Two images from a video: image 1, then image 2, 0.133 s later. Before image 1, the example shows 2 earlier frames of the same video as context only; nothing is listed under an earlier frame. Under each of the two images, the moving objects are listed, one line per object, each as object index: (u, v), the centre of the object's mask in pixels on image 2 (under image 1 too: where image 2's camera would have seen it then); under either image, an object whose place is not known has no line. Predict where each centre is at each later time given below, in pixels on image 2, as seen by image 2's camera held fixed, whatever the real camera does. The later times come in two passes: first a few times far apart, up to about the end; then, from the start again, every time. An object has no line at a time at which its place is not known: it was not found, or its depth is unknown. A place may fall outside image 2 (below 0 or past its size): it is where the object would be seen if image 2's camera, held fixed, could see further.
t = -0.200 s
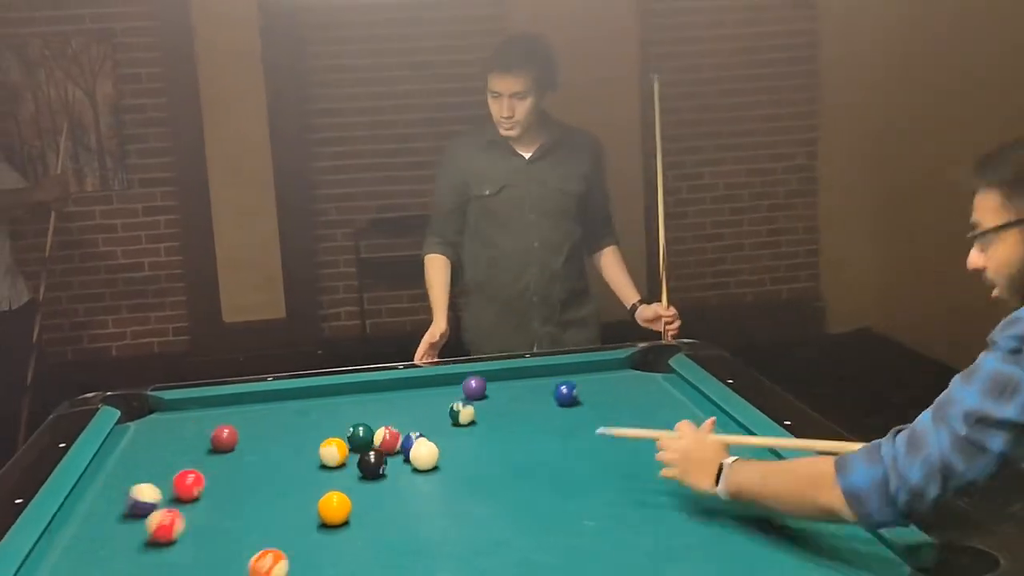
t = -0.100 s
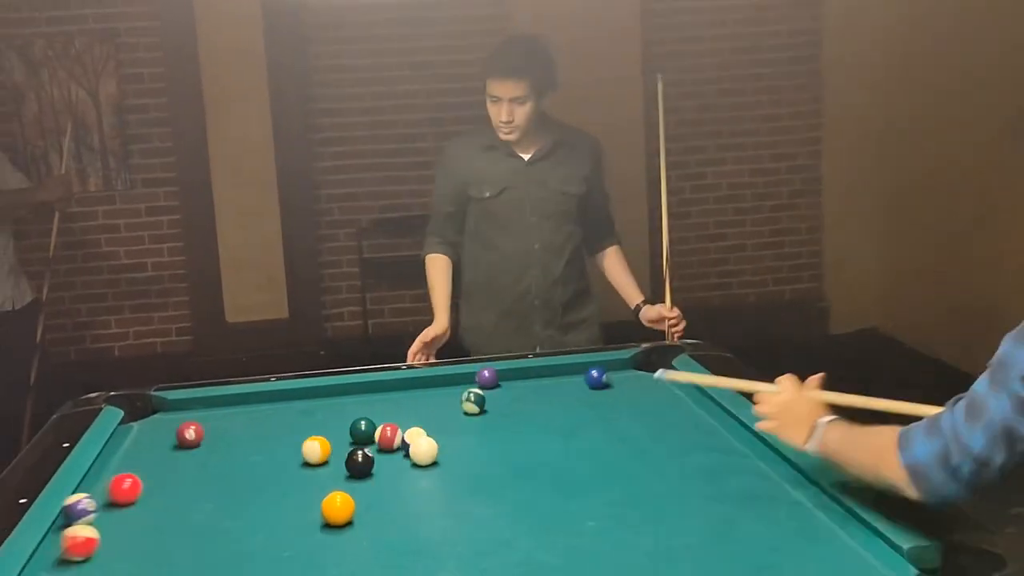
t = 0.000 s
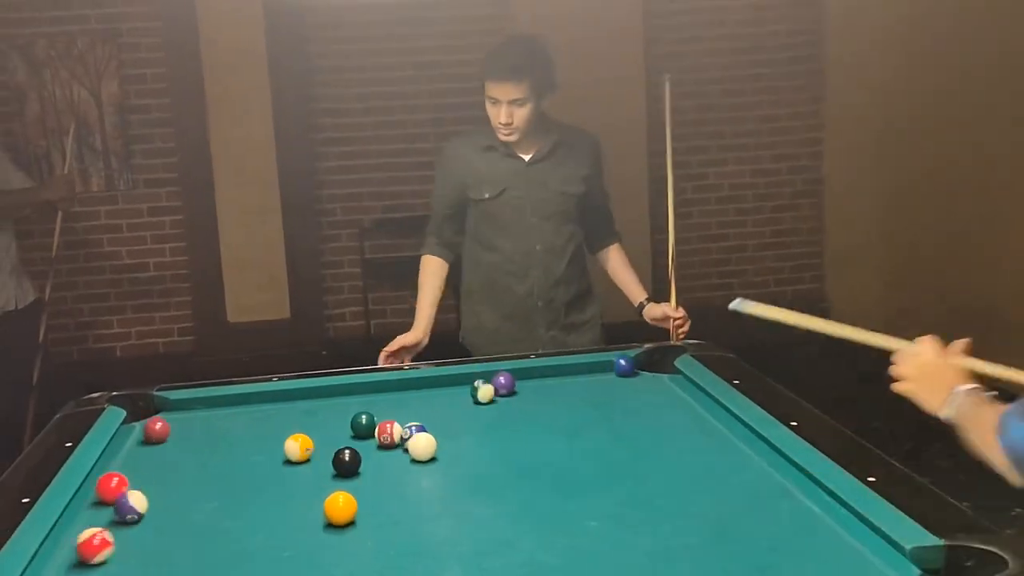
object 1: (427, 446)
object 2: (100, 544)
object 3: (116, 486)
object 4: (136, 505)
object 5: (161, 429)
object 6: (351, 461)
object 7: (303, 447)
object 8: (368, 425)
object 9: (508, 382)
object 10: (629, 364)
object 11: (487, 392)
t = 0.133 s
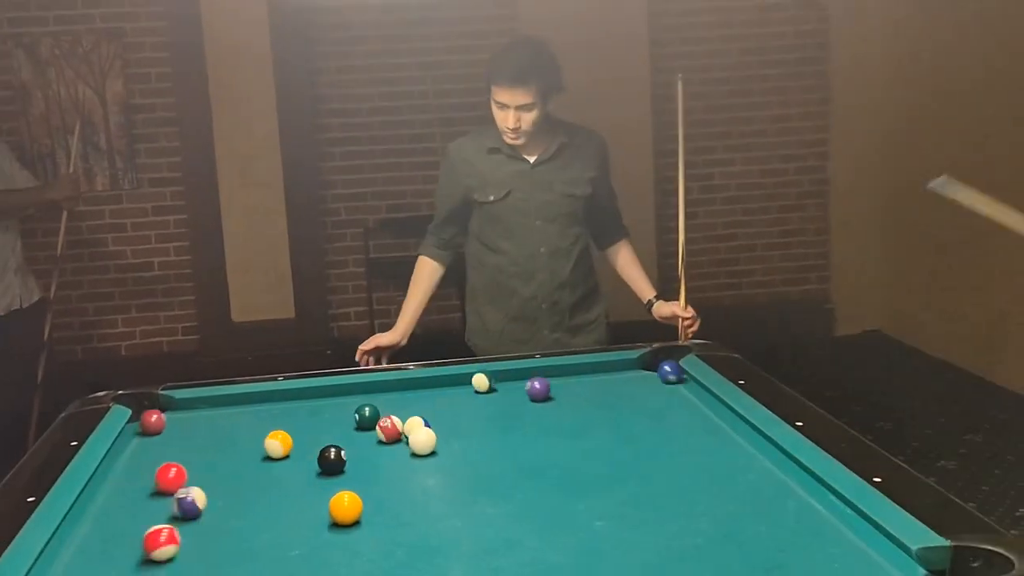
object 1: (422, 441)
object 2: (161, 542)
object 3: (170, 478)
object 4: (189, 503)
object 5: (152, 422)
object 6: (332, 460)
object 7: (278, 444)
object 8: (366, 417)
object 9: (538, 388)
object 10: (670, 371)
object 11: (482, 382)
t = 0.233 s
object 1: (419, 437)
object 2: (205, 541)
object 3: (207, 471)
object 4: (228, 499)
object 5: (175, 415)
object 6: (317, 459)
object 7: (260, 442)
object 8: (365, 410)
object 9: (563, 393)
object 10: (670, 377)
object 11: (479, 379)
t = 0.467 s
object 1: (412, 429)
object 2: (305, 538)
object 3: (262, 463)
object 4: (317, 495)
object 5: (226, 401)
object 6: (312, 452)
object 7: (220, 438)
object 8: (363, 400)
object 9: (623, 403)
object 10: (656, 397)
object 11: (469, 390)
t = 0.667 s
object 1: (407, 423)
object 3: (263, 464)
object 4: (392, 491)
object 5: (261, 400)
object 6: (339, 440)
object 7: (188, 434)
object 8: (360, 391)
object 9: (635, 420)
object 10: (684, 407)
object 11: (461, 397)
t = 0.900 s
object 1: (402, 416)
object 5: (301, 402)
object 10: (721, 418)
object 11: (450, 408)
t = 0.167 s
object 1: (421, 440)
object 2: (176, 542)
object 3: (182, 476)
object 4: (201, 502)
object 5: (160, 419)
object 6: (327, 459)
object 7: (271, 444)
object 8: (366, 415)
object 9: (547, 390)
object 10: (673, 372)
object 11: (482, 379)
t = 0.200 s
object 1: (420, 438)
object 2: (191, 541)
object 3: (195, 473)
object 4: (214, 501)
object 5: (167, 417)
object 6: (322, 459)
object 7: (266, 443)
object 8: (365, 413)
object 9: (555, 392)
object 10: (672, 375)
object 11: (480, 377)
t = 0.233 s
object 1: (419, 437)
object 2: (205, 541)
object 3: (207, 471)
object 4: (228, 499)
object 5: (175, 415)
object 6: (317, 459)
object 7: (260, 442)
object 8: (365, 410)
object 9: (563, 393)
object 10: (670, 377)
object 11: (479, 379)
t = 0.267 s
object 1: (418, 436)
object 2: (219, 540)
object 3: (220, 469)
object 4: (242, 499)
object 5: (183, 413)
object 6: (313, 458)
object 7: (254, 441)
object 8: (364, 410)
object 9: (571, 394)
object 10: (667, 380)
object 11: (478, 380)
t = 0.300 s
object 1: (417, 435)
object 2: (234, 540)
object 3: (232, 467)
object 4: (253, 500)
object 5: (190, 411)
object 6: (308, 458)
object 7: (248, 441)
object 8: (364, 408)
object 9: (580, 396)
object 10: (666, 383)
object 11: (476, 382)
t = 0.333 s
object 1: (416, 433)
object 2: (248, 540)
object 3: (244, 466)
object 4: (266, 497)
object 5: (197, 409)
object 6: (304, 458)
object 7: (242, 439)
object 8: (363, 406)
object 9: (588, 397)
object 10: (664, 386)
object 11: (475, 383)
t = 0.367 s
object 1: (415, 433)
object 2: (262, 539)
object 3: (255, 464)
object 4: (280, 497)
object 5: (204, 407)
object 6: (300, 457)
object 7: (236, 439)
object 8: (363, 404)
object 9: (597, 398)
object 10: (662, 389)
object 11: (473, 385)
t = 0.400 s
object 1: (414, 432)
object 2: (276, 539)
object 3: (266, 462)
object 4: (292, 497)
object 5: (211, 405)
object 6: (296, 457)
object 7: (231, 439)
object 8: (363, 404)
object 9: (605, 400)
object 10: (660, 391)
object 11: (472, 386)
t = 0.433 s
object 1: (413, 430)
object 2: (291, 539)
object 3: (264, 463)
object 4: (304, 496)
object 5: (218, 402)
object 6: (304, 455)
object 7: (225, 438)
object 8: (363, 402)
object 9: (614, 401)
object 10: (658, 394)
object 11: (471, 388)
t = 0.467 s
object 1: (412, 429)
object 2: (305, 538)
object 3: (262, 463)
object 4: (317, 495)
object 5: (226, 401)
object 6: (312, 452)
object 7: (220, 438)
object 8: (363, 400)
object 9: (623, 403)
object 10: (656, 397)
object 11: (469, 390)
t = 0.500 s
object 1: (412, 429)
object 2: (312, 538)
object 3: (262, 464)
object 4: (322, 493)
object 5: (228, 400)
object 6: (315, 451)
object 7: (217, 437)
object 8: (362, 399)
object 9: (627, 404)
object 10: (655, 399)
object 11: (468, 390)
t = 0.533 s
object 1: (411, 427)
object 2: (334, 537)
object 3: (263, 464)
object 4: (342, 487)
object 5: (238, 400)
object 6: (322, 448)
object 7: (209, 436)
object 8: (362, 398)
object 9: (630, 408)
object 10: (662, 401)
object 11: (466, 392)
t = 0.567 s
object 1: (410, 426)
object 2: (348, 537)
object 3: (263, 464)
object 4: (358, 488)
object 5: (243, 399)
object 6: (327, 446)
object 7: (204, 436)
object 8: (362, 396)
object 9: (630, 411)
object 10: (668, 402)
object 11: (465, 393)
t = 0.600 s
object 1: (409, 425)
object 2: (362, 536)
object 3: (263, 464)
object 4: (369, 490)
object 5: (249, 400)
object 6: (331, 444)
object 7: (198, 435)
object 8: (362, 394)
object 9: (632, 414)
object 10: (674, 403)
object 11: (464, 395)
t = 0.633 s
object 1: (408, 424)
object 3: (263, 464)
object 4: (381, 491)
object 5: (255, 400)
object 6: (335, 442)
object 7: (193, 435)
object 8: (362, 392)
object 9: (633, 415)
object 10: (679, 405)
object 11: (462, 396)
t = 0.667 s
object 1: (407, 423)
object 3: (263, 464)
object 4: (392, 491)
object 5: (261, 400)
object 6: (339, 440)
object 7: (188, 434)
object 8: (360, 391)
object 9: (635, 420)
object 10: (684, 407)
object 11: (461, 397)
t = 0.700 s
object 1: (406, 422)
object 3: (264, 465)
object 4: (404, 491)
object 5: (266, 401)
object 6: (343, 439)
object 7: (183, 433)
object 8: (360, 389)
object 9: (637, 423)
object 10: (690, 408)
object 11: (459, 399)
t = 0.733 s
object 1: (406, 421)
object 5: (272, 401)
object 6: (348, 437)
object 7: (178, 432)
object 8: (360, 388)
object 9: (639, 426)
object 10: (695, 409)
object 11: (458, 401)
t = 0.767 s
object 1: (405, 420)
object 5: (278, 401)
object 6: (352, 435)
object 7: (173, 432)
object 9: (641, 429)
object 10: (700, 411)
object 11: (456, 402)
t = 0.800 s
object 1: (404, 419)
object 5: (283, 402)
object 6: (356, 434)
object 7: (168, 431)
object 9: (643, 432)
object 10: (705, 413)
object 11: (455, 403)
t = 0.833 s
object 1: (404, 418)
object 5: (286, 402)
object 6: (358, 433)
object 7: (165, 431)
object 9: (643, 434)
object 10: (708, 413)
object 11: (454, 404)
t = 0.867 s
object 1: (403, 417)
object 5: (295, 402)
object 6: (364, 431)
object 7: (158, 430)
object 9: (647, 439)
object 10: (716, 416)
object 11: (452, 406)
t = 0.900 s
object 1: (402, 416)
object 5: (301, 402)
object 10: (721, 418)
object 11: (450, 408)
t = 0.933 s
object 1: (402, 415)
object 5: (307, 402)
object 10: (727, 420)
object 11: (449, 409)
